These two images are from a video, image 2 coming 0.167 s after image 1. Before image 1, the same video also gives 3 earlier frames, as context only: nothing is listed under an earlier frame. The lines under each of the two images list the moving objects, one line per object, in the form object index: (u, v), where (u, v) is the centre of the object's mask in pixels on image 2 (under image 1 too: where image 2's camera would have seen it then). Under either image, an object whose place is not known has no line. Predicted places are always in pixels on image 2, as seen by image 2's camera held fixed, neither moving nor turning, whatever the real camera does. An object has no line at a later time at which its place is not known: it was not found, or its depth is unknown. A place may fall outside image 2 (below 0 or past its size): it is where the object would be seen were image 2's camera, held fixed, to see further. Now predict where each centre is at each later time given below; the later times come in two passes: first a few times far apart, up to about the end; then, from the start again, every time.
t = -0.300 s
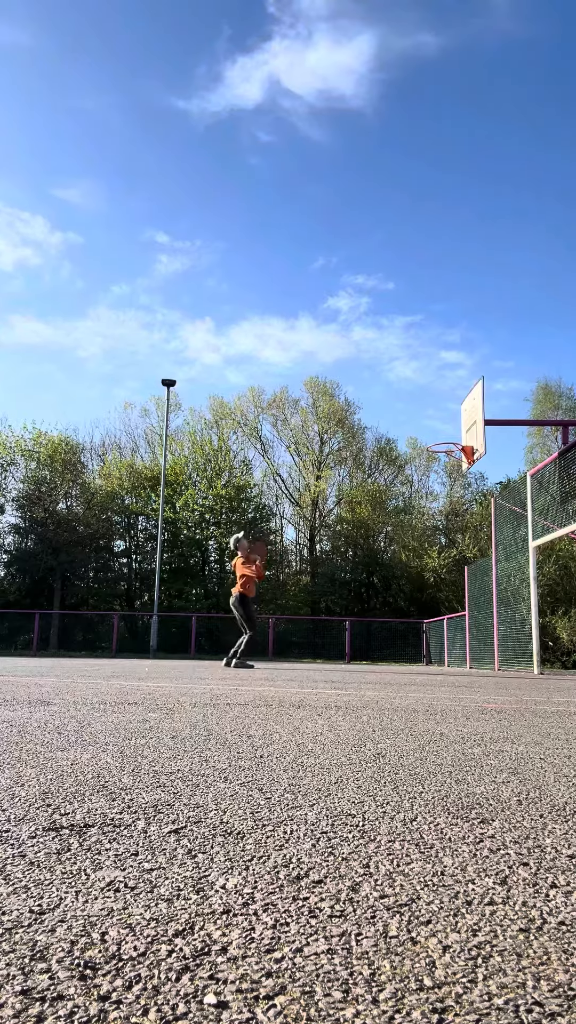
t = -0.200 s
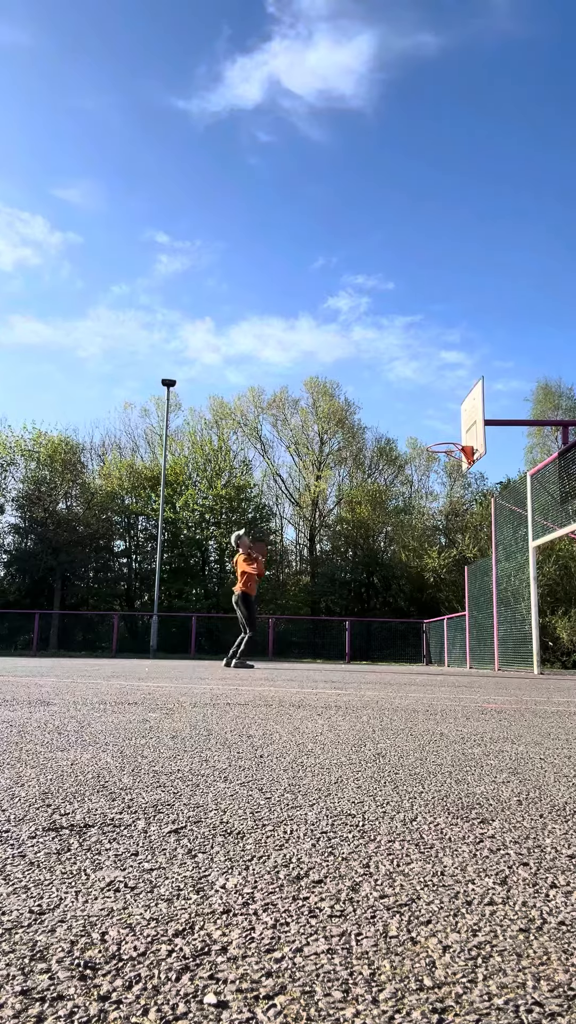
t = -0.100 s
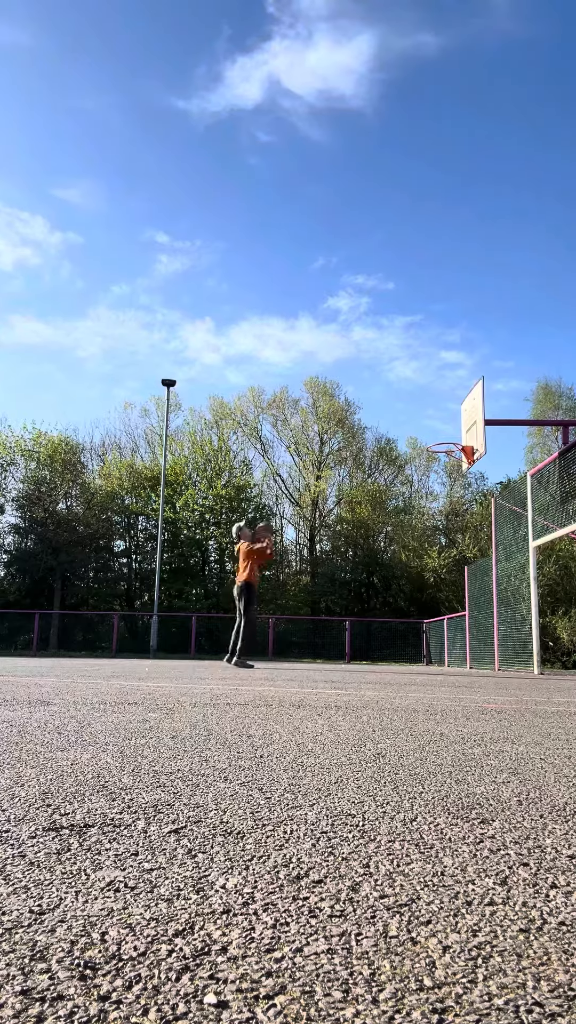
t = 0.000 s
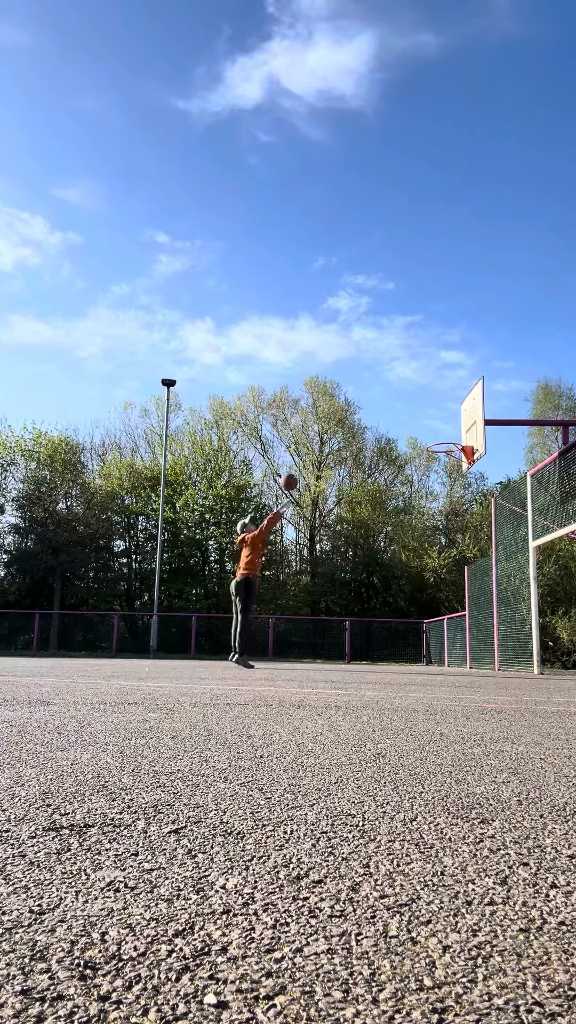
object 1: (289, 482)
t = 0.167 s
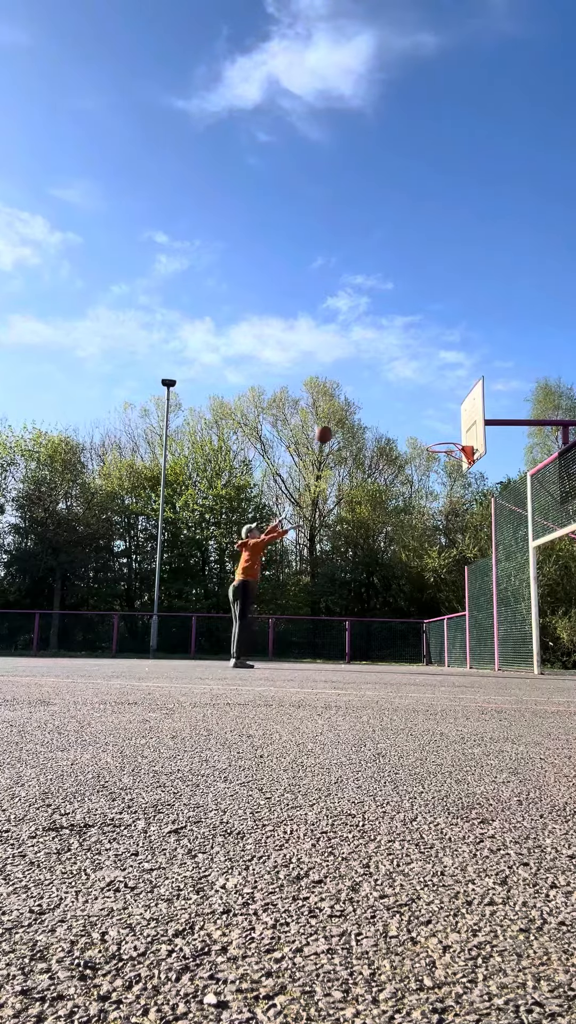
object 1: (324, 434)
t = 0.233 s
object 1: (337, 420)
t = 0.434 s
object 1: (376, 397)
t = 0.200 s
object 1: (331, 427)
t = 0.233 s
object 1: (337, 420)
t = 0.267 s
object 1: (344, 414)
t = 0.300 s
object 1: (350, 409)
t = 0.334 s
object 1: (357, 405)
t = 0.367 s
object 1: (364, 402)
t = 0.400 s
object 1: (370, 399)
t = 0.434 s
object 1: (376, 397)
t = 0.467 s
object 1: (383, 396)
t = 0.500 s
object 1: (389, 396)
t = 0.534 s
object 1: (396, 396)
